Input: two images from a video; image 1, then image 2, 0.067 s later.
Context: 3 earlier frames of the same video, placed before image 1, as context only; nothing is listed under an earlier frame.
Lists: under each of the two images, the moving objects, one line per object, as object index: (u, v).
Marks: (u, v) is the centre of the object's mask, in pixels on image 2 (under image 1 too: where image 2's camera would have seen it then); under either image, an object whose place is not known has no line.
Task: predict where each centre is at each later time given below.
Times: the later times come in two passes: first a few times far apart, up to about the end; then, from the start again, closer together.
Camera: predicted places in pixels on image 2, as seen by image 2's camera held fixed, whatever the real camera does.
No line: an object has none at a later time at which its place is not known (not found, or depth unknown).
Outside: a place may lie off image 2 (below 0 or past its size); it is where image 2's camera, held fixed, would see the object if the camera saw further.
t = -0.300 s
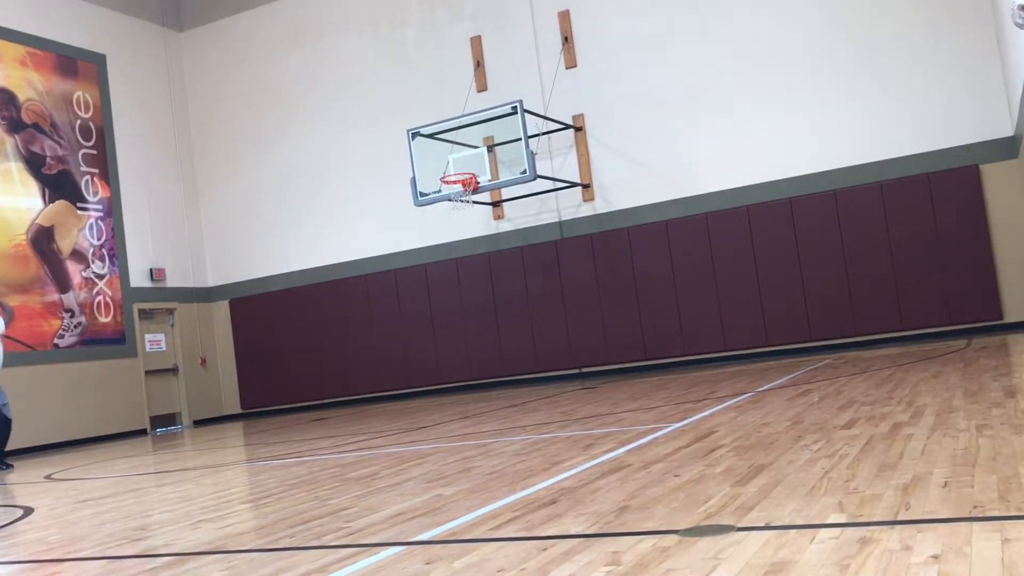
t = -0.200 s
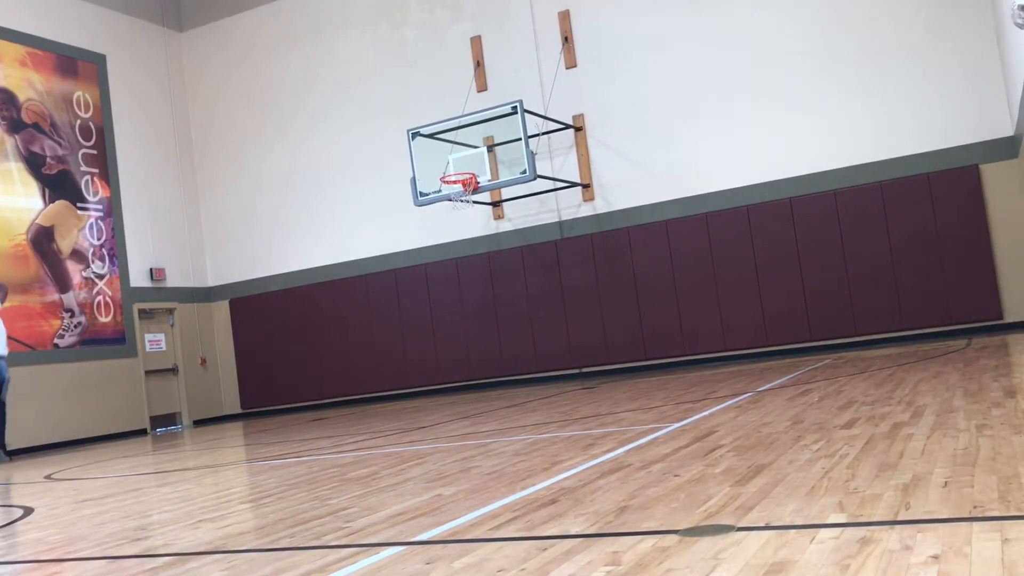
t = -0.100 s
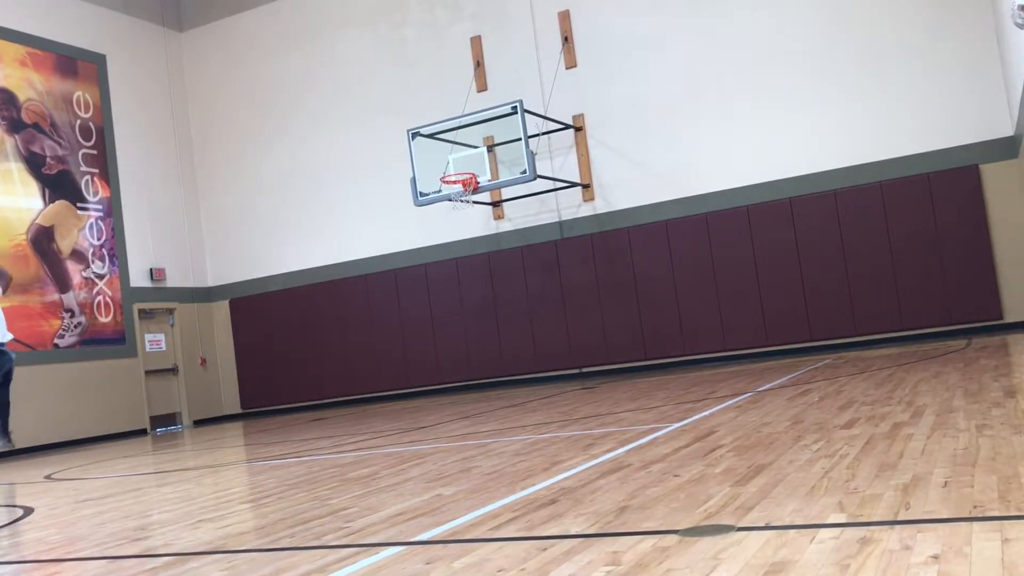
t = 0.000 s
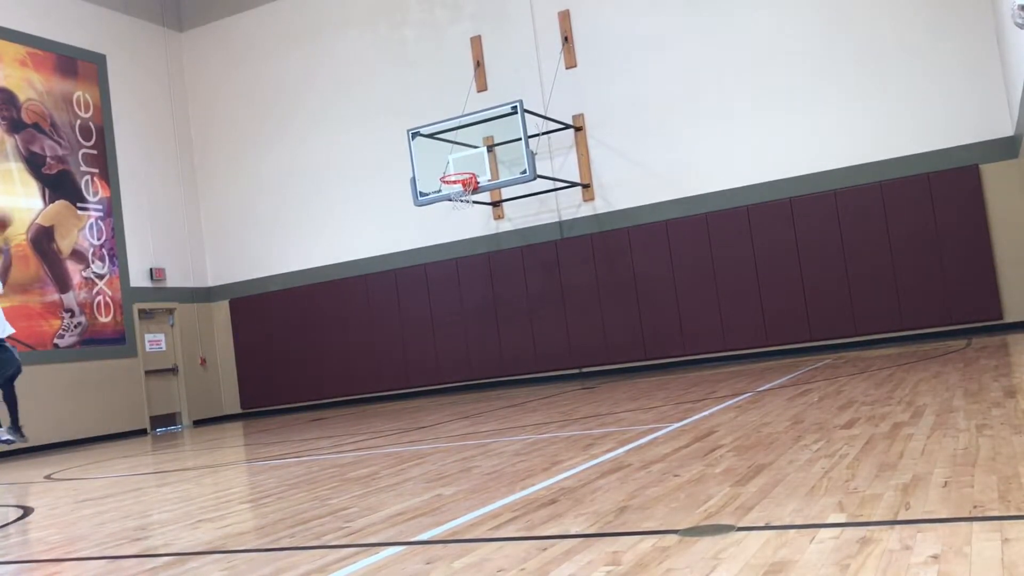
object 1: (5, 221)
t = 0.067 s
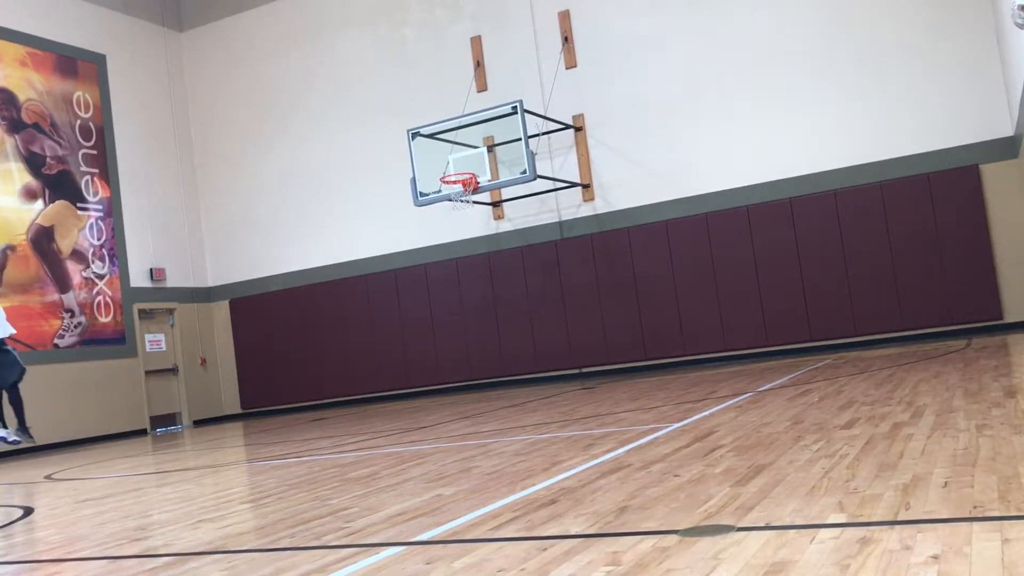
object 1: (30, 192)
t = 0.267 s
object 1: (125, 128)
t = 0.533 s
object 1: (240, 95)
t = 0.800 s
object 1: (353, 116)
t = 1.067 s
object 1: (459, 175)
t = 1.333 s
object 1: (442, 234)
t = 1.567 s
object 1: (424, 321)
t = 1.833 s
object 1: (399, 359)
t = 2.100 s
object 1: (368, 302)
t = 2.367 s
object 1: (345, 296)
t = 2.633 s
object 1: (326, 342)
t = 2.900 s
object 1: (309, 395)
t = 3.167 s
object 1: (280, 353)
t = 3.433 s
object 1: (258, 363)
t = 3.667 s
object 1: (243, 417)
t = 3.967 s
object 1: (214, 386)
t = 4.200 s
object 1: (196, 398)
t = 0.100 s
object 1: (49, 176)
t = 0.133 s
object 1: (61, 164)
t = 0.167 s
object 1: (76, 155)
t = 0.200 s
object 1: (95, 143)
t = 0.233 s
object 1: (109, 135)
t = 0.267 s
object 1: (125, 128)
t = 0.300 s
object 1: (139, 120)
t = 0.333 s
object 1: (154, 113)
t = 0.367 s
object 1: (168, 109)
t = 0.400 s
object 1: (183, 105)
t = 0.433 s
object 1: (197, 101)
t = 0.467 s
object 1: (212, 98)
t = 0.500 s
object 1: (226, 96)
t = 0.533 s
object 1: (240, 95)
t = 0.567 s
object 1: (255, 95)
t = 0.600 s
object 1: (268, 95)
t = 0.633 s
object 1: (283, 97)
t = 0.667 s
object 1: (297, 99)
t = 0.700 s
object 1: (311, 102)
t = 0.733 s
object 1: (325, 106)
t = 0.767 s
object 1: (339, 111)
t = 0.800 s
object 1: (353, 116)
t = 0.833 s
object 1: (366, 122)
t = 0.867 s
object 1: (380, 129)
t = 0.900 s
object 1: (393, 136)
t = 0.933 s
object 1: (406, 144)
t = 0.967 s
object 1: (421, 154)
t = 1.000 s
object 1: (434, 163)
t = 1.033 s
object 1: (445, 170)
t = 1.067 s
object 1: (459, 175)
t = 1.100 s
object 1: (465, 181)
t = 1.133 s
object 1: (463, 188)
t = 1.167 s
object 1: (458, 195)
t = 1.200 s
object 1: (453, 205)
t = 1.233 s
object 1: (450, 210)
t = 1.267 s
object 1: (448, 217)
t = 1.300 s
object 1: (444, 226)
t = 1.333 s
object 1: (442, 234)
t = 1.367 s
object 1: (439, 245)
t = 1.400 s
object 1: (436, 256)
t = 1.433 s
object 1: (433, 265)
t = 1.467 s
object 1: (430, 279)
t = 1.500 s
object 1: (428, 293)
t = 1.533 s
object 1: (426, 306)
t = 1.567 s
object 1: (424, 321)
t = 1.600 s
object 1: (421, 336)
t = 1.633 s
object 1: (419, 354)
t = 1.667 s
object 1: (417, 372)
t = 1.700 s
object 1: (415, 388)
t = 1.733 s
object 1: (412, 393)
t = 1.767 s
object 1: (407, 381)
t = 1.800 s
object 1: (403, 369)
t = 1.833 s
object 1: (399, 359)
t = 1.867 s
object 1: (394, 349)
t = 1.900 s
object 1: (390, 339)
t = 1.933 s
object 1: (386, 331)
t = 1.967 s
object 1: (383, 324)
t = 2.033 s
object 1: (375, 311)
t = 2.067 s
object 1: (371, 306)
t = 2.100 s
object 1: (368, 302)
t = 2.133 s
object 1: (365, 298)
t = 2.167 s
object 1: (362, 296)
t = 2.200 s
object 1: (359, 294)
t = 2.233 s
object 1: (356, 293)
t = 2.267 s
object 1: (353, 292)
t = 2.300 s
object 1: (350, 293)
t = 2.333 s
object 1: (347, 294)
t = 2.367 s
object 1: (345, 296)
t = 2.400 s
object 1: (342, 298)
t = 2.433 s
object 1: (340, 302)
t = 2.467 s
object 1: (337, 307)
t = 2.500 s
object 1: (335, 312)
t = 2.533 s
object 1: (332, 319)
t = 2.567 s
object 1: (330, 326)
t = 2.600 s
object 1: (328, 333)
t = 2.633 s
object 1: (326, 342)
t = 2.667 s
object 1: (324, 351)
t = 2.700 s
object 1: (322, 362)
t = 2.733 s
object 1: (321, 373)
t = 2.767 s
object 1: (319, 386)
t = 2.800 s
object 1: (318, 399)
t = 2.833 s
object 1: (317, 412)
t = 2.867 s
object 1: (313, 404)
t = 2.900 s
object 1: (309, 395)
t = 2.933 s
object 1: (305, 388)
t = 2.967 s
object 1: (301, 380)
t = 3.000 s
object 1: (298, 373)
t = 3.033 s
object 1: (294, 368)
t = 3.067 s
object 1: (291, 363)
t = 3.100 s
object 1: (287, 359)
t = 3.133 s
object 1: (284, 355)
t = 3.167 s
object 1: (280, 353)
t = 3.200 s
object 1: (277, 351)
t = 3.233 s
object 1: (274, 350)
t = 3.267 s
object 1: (271, 350)
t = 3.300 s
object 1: (268, 351)
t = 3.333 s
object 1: (266, 353)
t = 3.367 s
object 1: (263, 356)
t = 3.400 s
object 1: (260, 359)
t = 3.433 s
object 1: (258, 363)
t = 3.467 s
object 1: (255, 369)
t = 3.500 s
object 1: (253, 374)
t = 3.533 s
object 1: (251, 381)
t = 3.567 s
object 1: (248, 389)
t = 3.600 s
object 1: (247, 397)
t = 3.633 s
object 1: (245, 407)
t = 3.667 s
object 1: (243, 417)
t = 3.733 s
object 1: (238, 414)
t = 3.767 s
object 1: (234, 408)
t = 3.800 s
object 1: (230, 402)
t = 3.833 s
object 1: (226, 398)
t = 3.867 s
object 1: (224, 392)
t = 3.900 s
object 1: (221, 389)
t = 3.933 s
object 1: (217, 387)
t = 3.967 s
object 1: (214, 386)
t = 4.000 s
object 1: (211, 385)
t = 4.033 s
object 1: (209, 385)
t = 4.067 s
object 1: (206, 386)
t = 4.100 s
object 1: (203, 387)
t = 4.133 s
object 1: (201, 390)
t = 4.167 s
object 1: (198, 394)
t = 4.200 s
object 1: (196, 398)
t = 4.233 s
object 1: (194, 403)
